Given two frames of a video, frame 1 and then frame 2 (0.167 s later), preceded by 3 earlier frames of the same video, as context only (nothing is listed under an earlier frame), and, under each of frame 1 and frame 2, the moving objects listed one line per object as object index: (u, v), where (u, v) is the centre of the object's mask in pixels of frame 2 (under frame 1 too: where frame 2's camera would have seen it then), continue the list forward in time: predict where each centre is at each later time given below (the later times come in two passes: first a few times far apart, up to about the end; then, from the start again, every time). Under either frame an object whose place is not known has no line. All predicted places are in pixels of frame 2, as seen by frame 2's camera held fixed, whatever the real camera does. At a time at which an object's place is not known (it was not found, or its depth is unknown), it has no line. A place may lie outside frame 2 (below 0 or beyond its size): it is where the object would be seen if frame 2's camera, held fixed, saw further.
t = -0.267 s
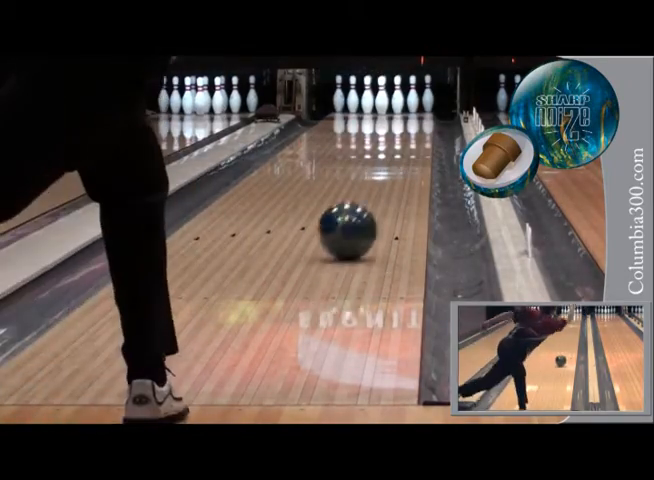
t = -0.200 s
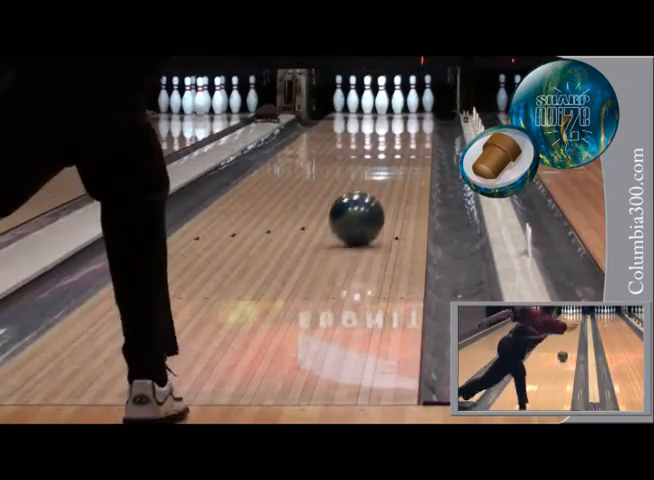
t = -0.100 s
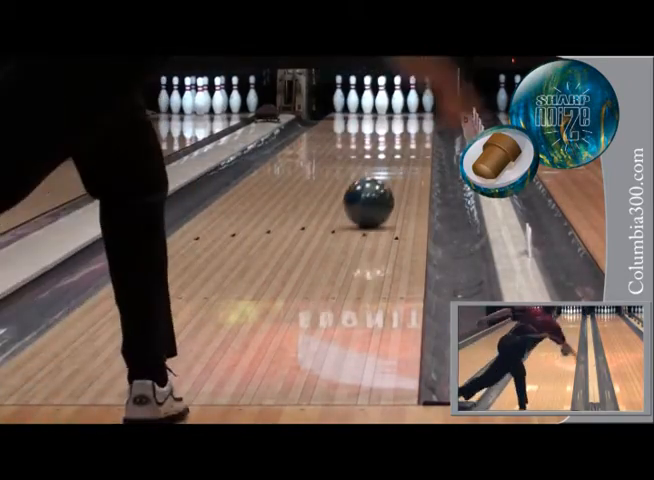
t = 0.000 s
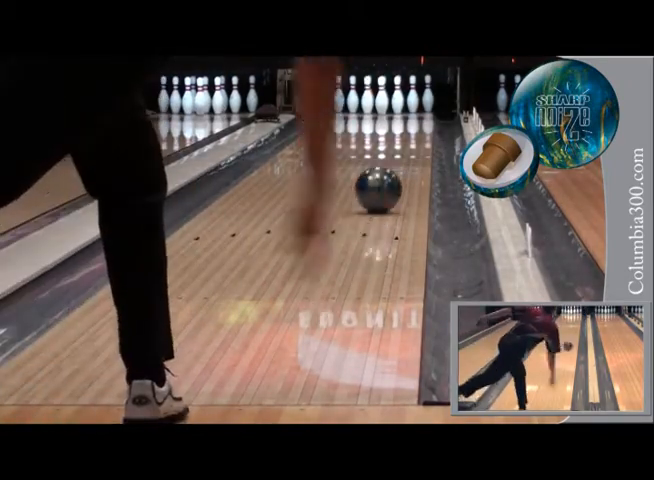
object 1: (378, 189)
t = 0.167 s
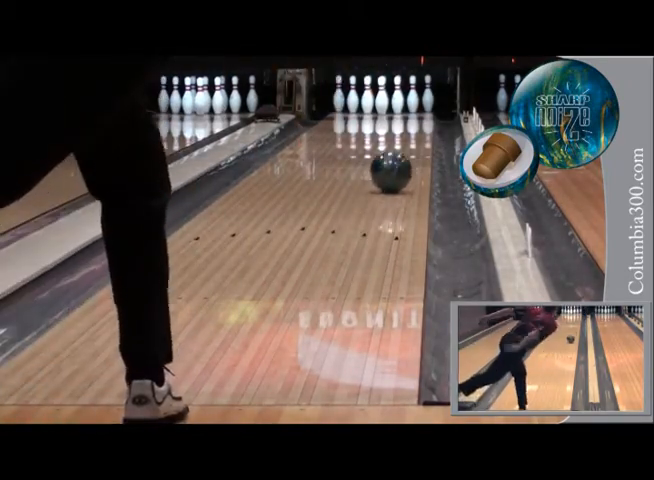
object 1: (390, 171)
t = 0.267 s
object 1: (396, 162)
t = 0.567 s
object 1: (408, 142)
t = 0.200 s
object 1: (392, 168)
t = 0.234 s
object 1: (395, 165)
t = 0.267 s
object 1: (396, 162)
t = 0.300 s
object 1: (398, 160)
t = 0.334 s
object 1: (400, 158)
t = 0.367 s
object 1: (402, 155)
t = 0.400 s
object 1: (403, 152)
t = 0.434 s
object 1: (404, 150)
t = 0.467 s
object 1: (404, 148)
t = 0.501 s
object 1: (406, 146)
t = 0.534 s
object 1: (407, 144)
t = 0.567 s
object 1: (408, 142)
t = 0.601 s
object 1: (409, 140)
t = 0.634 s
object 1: (410, 139)
